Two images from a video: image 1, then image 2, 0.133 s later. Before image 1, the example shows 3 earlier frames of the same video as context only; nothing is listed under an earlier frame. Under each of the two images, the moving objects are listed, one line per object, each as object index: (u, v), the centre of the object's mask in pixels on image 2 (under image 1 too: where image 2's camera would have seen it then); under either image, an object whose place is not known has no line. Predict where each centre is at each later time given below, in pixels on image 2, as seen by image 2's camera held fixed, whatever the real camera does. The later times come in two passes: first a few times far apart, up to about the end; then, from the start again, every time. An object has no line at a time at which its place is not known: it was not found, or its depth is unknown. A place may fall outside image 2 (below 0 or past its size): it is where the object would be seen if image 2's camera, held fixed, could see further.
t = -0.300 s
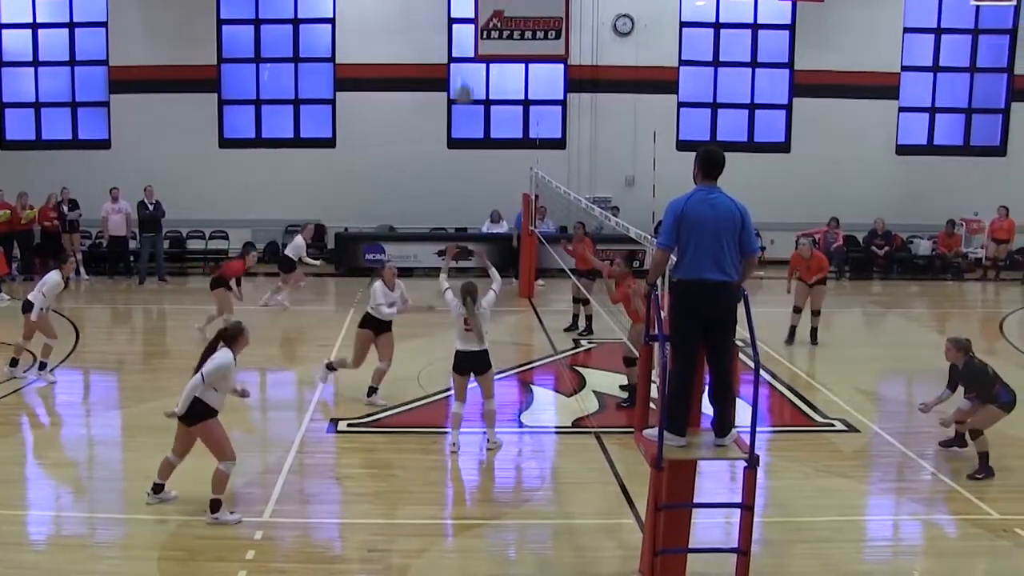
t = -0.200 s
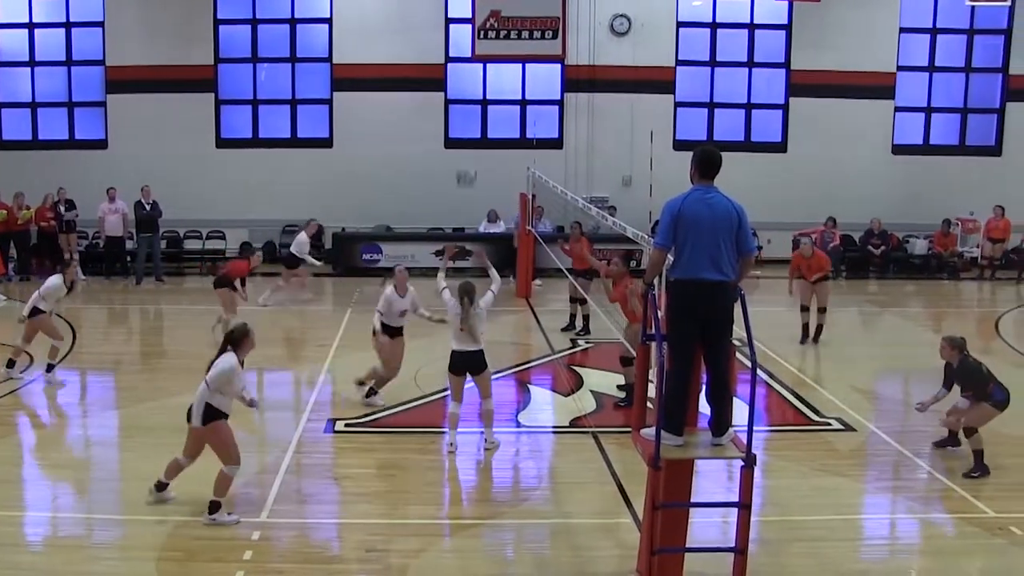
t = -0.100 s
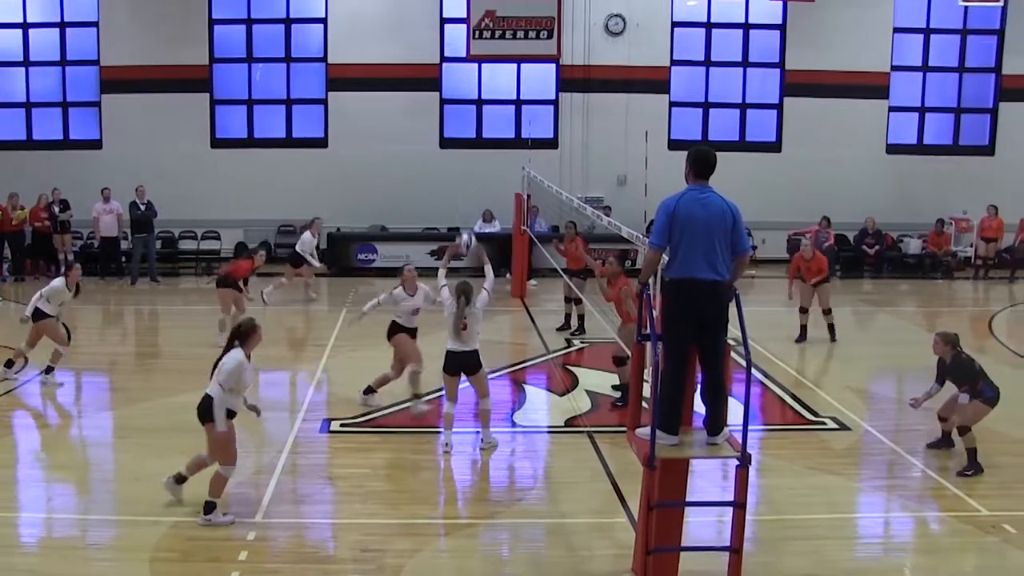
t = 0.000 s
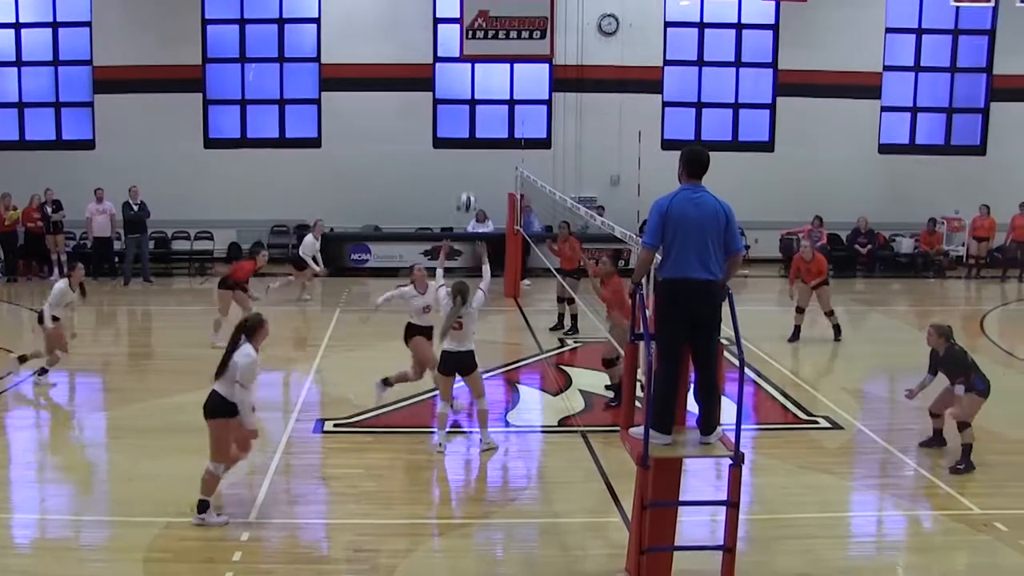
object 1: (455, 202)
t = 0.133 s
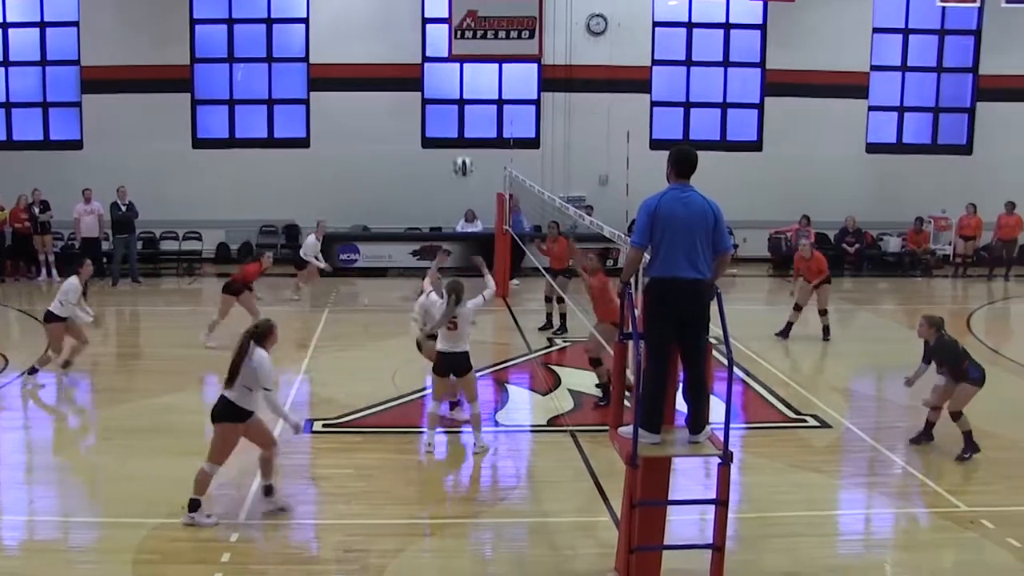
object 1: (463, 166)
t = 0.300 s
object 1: (473, 147)
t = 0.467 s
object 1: (482, 154)
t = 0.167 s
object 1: (465, 160)
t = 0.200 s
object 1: (467, 155)
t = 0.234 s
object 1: (469, 151)
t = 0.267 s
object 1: (471, 148)
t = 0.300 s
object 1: (473, 147)
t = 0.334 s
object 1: (475, 146)
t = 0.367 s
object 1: (477, 147)
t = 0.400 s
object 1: (479, 148)
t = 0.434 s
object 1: (480, 150)
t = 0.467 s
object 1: (482, 154)
